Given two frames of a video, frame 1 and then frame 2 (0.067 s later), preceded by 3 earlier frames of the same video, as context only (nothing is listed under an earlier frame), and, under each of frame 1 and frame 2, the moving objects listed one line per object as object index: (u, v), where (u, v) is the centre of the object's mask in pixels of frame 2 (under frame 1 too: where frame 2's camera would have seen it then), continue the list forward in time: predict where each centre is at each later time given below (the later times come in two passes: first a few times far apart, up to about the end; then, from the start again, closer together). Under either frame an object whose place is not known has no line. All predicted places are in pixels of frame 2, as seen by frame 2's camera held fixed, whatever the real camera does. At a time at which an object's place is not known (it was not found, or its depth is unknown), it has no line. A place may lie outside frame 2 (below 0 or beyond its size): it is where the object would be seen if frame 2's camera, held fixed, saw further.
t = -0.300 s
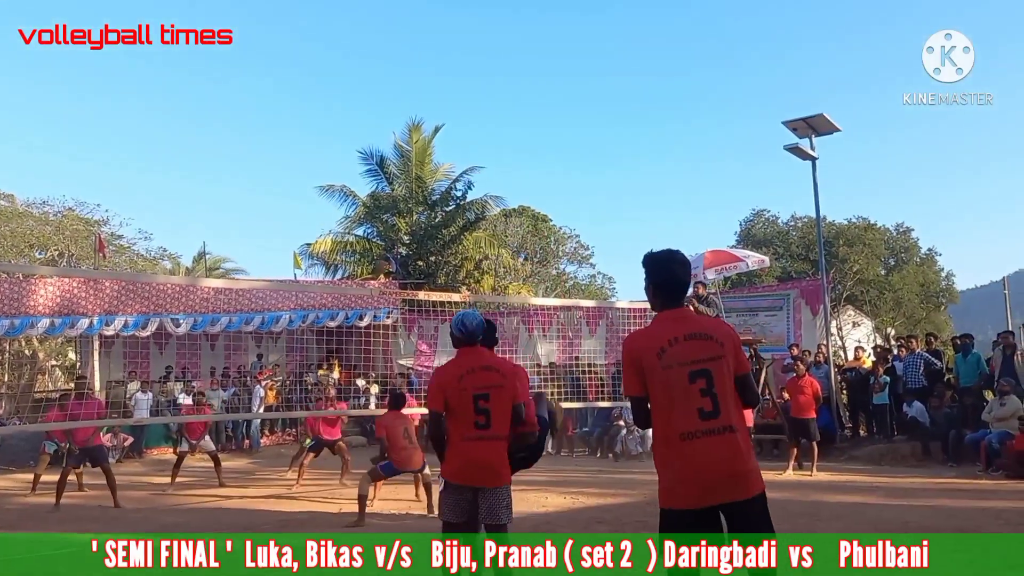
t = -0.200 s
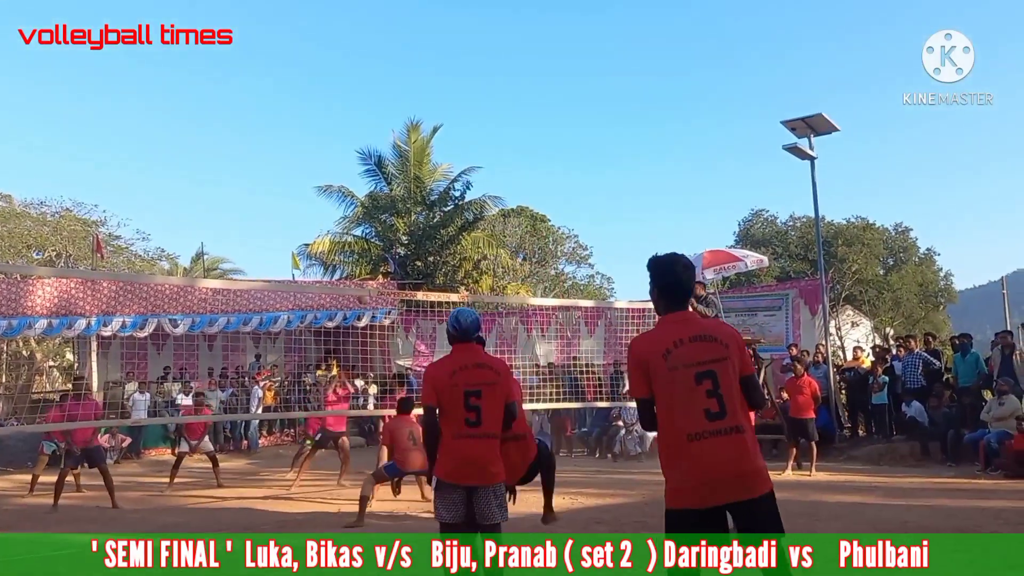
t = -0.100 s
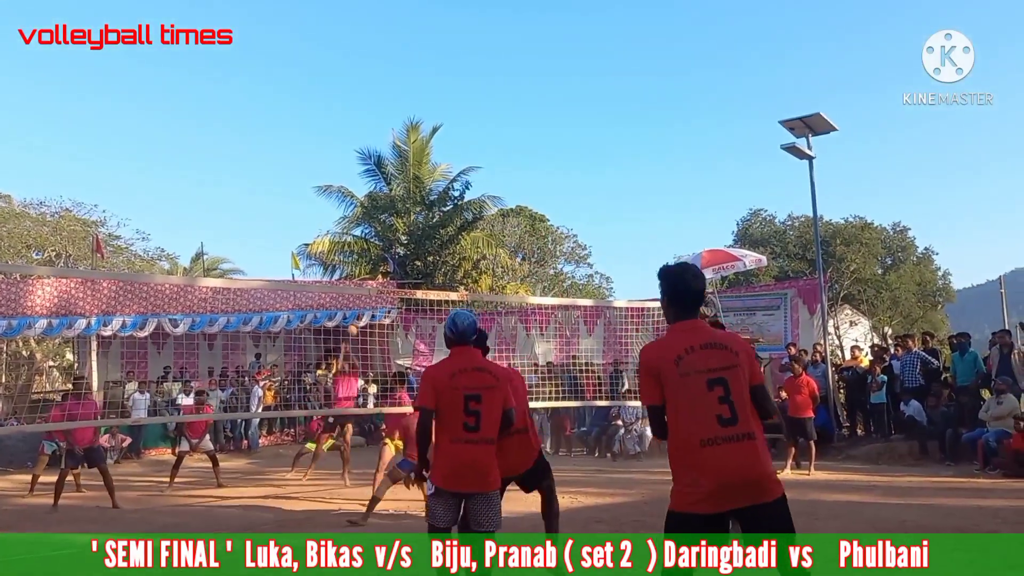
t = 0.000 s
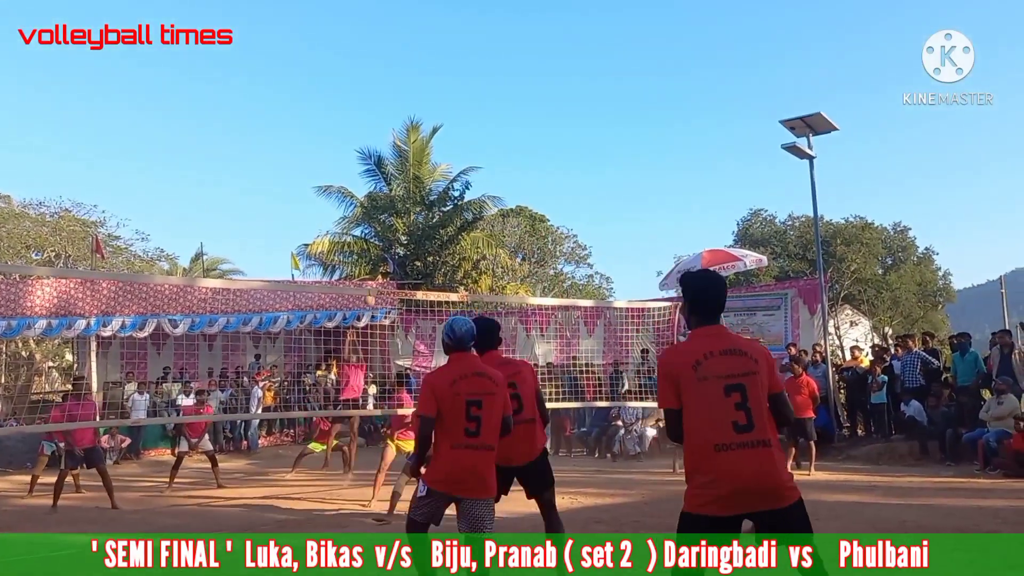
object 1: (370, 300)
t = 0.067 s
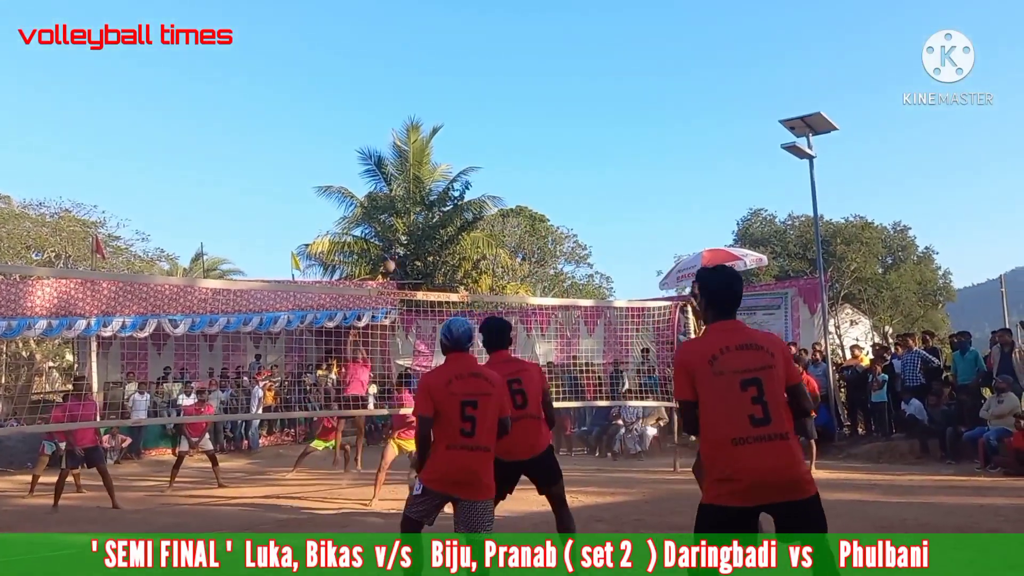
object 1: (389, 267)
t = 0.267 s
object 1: (453, 173)
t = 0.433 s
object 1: (512, 109)
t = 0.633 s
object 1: (591, 53)
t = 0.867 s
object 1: (700, 18)
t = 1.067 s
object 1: (813, 22)
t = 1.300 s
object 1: (973, 78)
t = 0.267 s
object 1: (453, 173)
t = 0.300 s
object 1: (464, 159)
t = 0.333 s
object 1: (476, 146)
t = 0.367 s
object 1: (487, 133)
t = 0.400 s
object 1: (499, 121)
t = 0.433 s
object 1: (512, 109)
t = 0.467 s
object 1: (524, 99)
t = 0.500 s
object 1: (537, 88)
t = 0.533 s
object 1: (550, 79)
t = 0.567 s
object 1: (564, 70)
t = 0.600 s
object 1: (577, 61)
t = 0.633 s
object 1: (591, 53)
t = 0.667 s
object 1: (605, 46)
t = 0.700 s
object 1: (621, 40)
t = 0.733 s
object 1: (636, 34)
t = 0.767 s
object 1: (651, 28)
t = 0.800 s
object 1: (667, 24)
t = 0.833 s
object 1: (684, 21)
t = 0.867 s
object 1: (700, 18)
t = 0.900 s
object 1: (718, 17)
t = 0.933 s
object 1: (736, 15)
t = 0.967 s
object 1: (754, 16)
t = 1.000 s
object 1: (773, 17)
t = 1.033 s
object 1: (792, 19)
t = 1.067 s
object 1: (813, 22)
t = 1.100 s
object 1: (833, 26)
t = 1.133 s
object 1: (855, 31)
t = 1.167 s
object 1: (877, 38)
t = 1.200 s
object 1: (899, 46)
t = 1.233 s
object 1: (918, 54)
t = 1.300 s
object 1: (973, 78)
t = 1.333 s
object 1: (998, 91)
